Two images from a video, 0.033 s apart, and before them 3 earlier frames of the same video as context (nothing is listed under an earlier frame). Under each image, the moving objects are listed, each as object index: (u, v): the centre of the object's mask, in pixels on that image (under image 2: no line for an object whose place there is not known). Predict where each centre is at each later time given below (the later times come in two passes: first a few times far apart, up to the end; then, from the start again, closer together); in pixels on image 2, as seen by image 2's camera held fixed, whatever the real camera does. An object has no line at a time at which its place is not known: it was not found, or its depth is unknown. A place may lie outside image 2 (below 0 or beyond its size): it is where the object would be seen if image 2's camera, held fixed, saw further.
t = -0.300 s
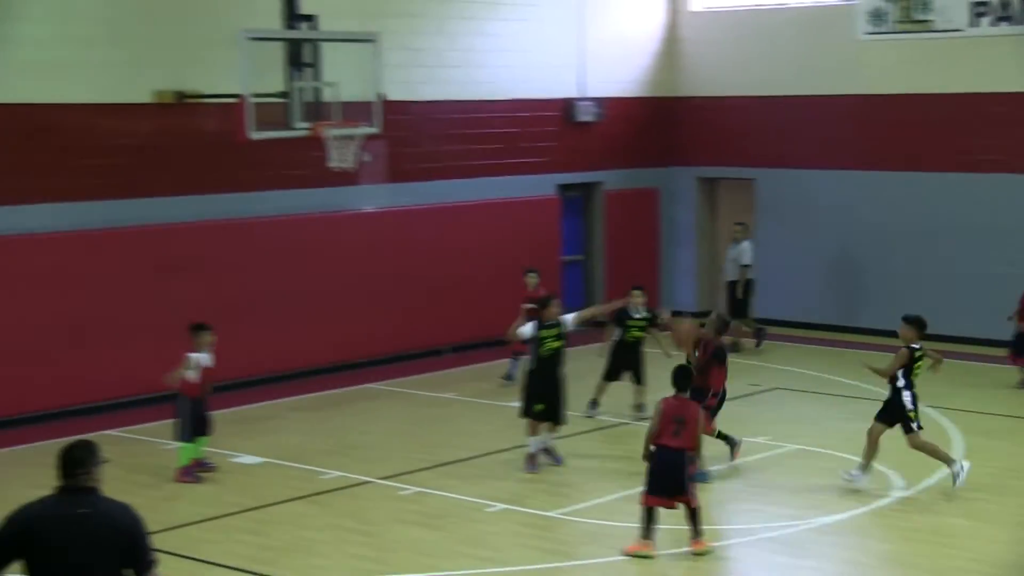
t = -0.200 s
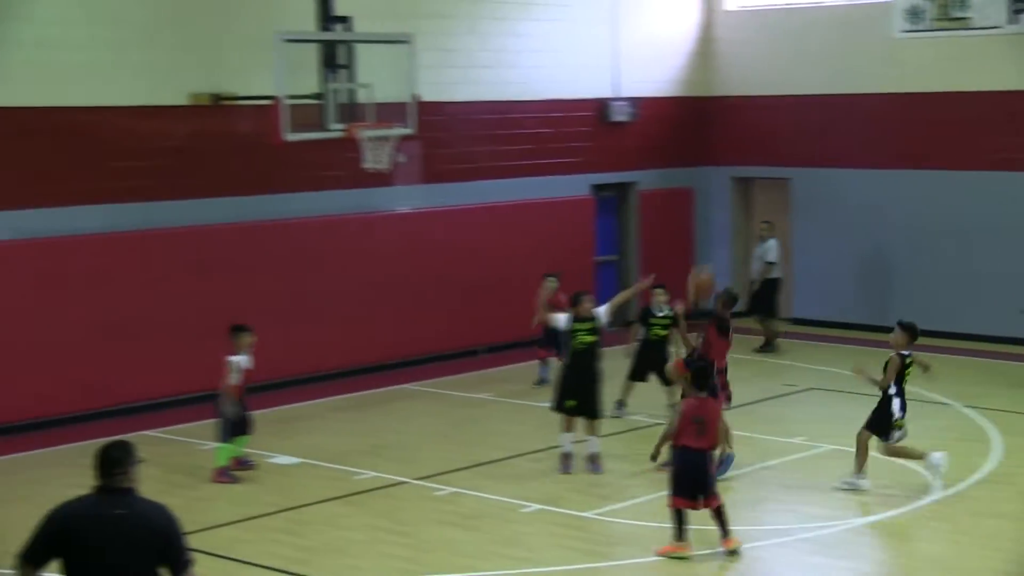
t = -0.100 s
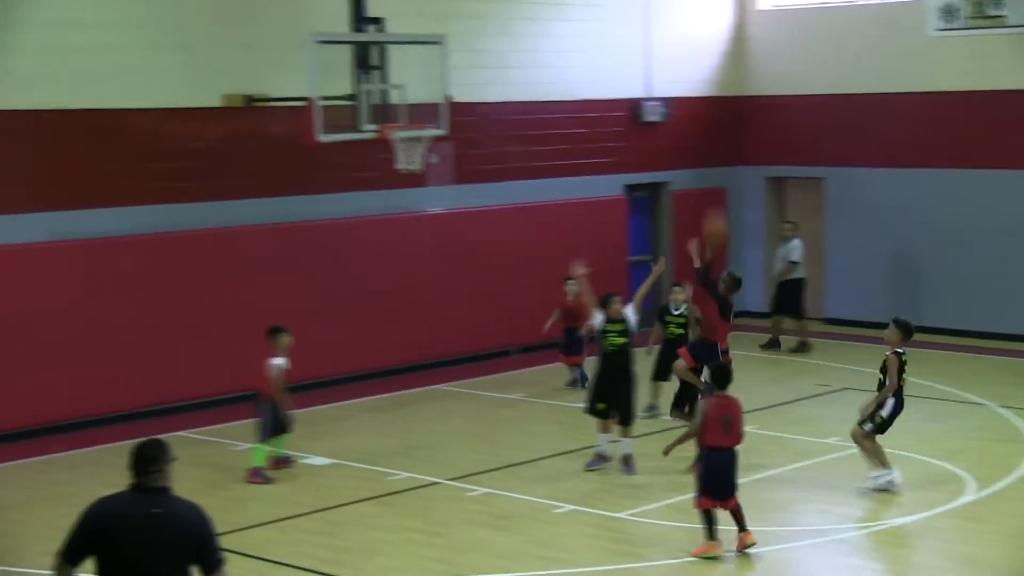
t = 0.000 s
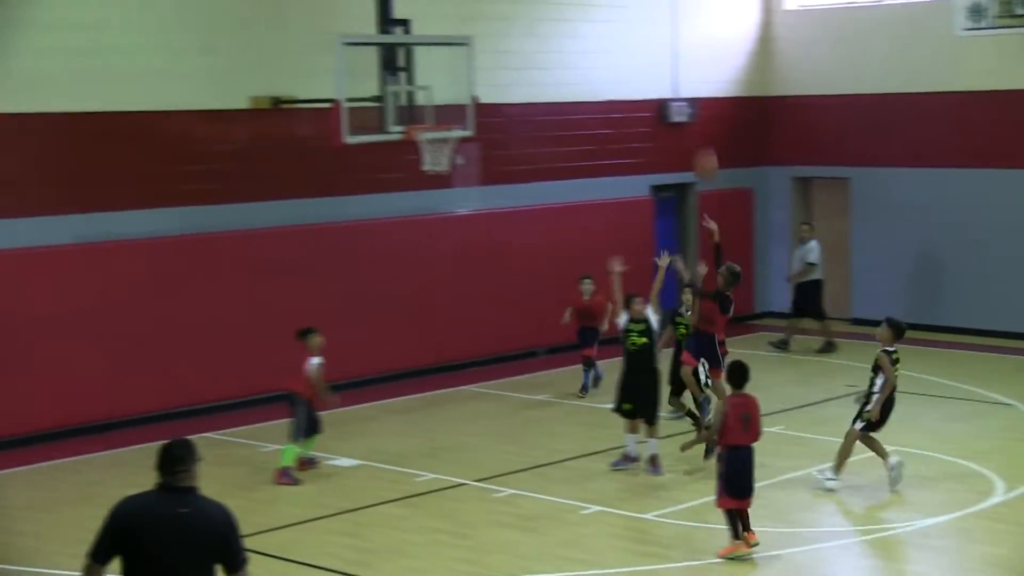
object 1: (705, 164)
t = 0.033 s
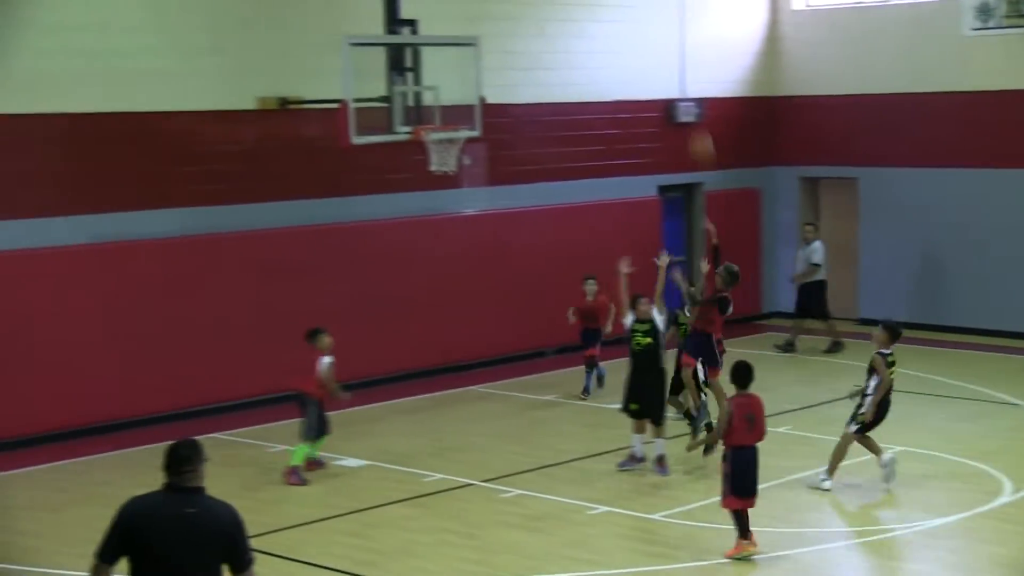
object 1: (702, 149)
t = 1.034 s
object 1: (434, 171)
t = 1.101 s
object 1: (432, 191)
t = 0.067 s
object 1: (691, 133)
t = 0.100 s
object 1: (677, 115)
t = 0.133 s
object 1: (668, 101)
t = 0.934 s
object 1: (437, 134)
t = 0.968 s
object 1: (427, 142)
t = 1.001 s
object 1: (427, 156)
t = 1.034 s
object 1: (434, 171)
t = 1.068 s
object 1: (433, 177)
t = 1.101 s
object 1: (432, 191)
